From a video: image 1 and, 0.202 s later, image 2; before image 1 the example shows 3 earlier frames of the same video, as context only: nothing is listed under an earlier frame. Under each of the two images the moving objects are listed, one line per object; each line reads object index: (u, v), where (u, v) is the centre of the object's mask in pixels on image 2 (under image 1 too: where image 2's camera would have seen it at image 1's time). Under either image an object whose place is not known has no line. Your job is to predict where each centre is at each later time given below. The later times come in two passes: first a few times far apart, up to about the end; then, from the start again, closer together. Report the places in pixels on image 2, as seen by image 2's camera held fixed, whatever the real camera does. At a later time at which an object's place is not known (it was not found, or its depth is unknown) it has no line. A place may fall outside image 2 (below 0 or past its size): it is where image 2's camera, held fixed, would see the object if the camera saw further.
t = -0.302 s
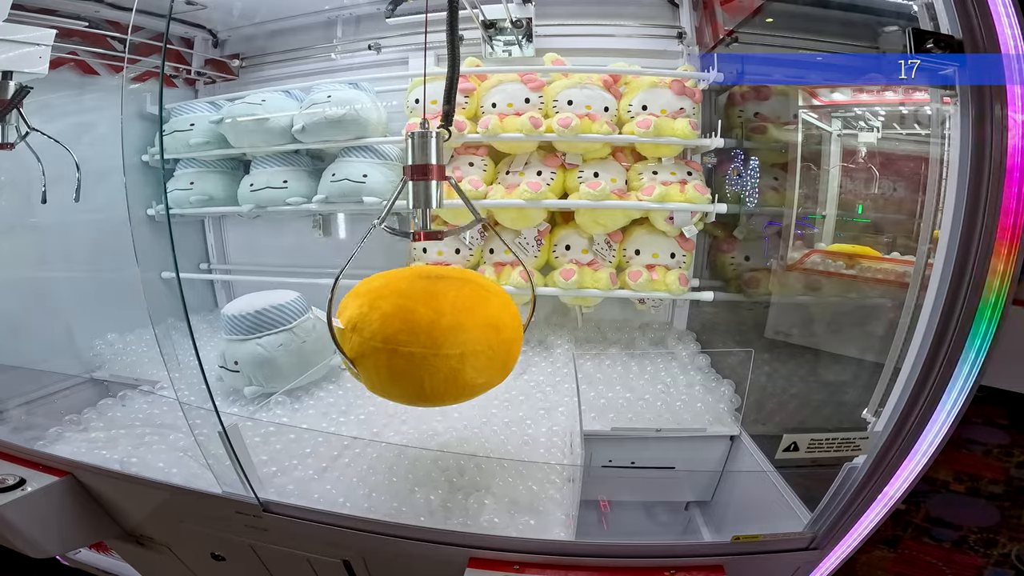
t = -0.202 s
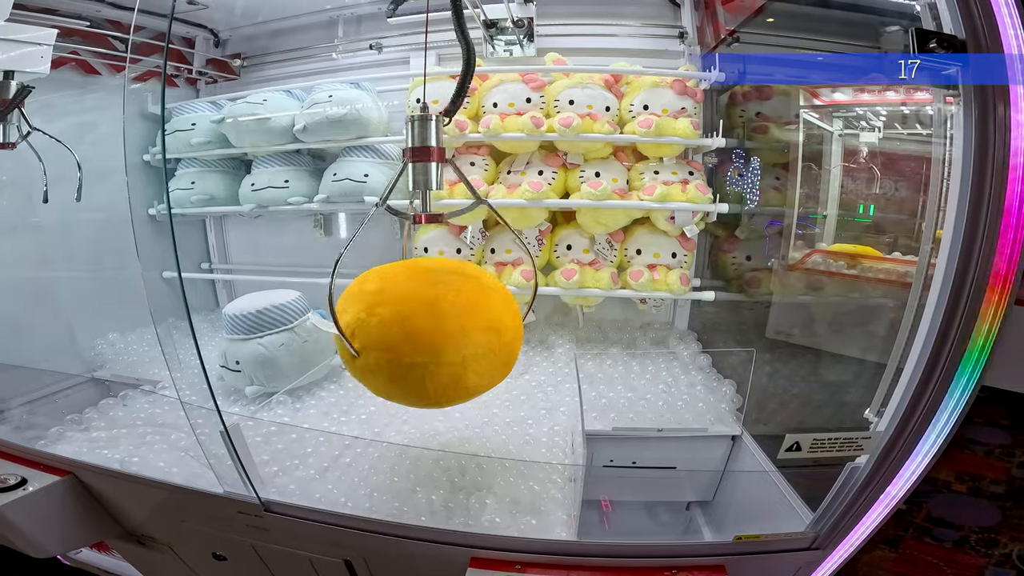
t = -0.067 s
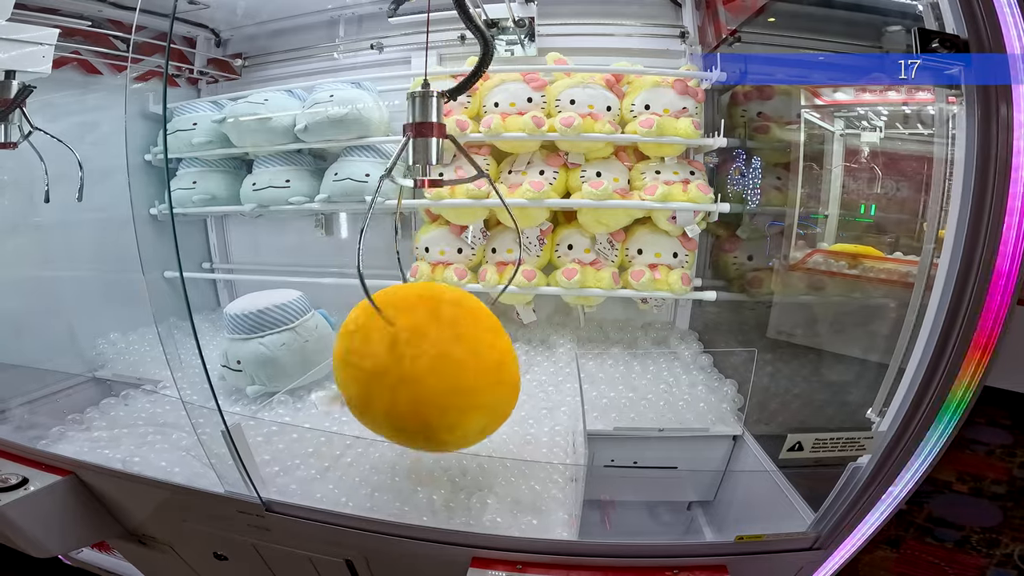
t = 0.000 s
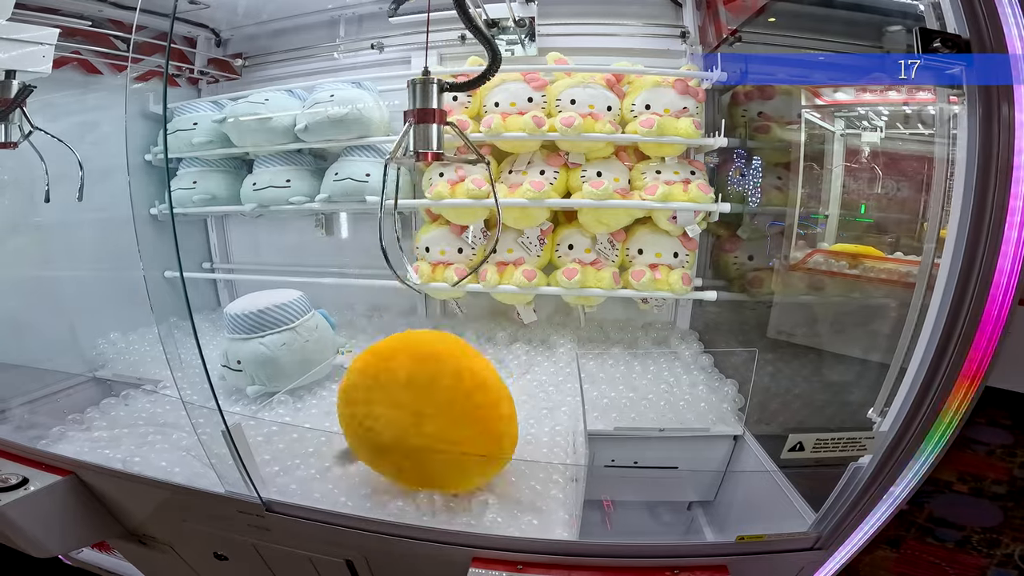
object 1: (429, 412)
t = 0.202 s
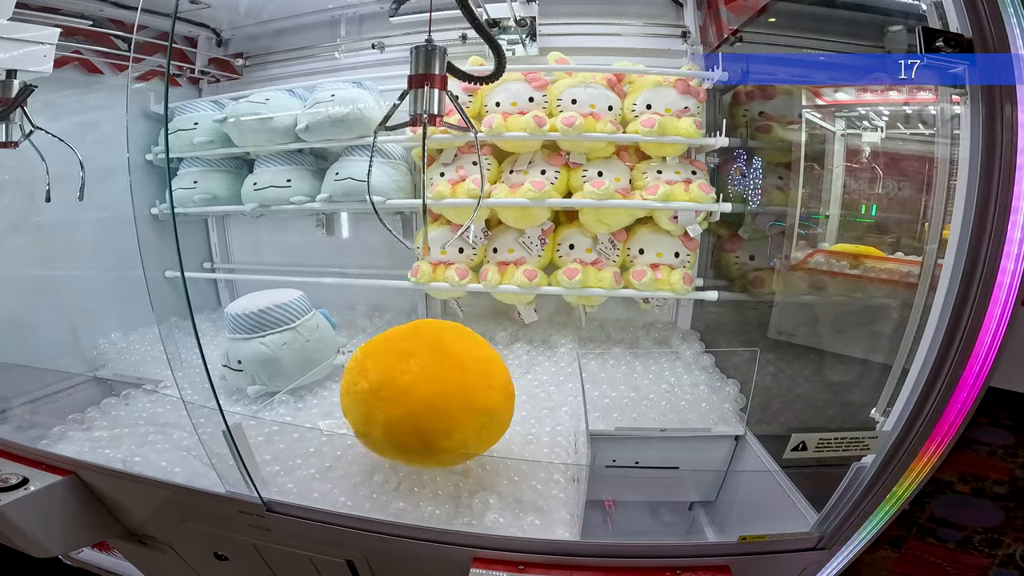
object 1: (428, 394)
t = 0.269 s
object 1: (430, 418)
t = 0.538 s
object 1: (452, 379)
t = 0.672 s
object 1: (449, 396)
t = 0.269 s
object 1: (430, 418)
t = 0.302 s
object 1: (432, 413)
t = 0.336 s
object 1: (435, 406)
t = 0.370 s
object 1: (439, 397)
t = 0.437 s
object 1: (447, 385)
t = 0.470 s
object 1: (449, 382)
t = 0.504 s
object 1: (451, 380)
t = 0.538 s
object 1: (452, 379)
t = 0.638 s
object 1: (451, 389)
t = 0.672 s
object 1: (449, 396)
